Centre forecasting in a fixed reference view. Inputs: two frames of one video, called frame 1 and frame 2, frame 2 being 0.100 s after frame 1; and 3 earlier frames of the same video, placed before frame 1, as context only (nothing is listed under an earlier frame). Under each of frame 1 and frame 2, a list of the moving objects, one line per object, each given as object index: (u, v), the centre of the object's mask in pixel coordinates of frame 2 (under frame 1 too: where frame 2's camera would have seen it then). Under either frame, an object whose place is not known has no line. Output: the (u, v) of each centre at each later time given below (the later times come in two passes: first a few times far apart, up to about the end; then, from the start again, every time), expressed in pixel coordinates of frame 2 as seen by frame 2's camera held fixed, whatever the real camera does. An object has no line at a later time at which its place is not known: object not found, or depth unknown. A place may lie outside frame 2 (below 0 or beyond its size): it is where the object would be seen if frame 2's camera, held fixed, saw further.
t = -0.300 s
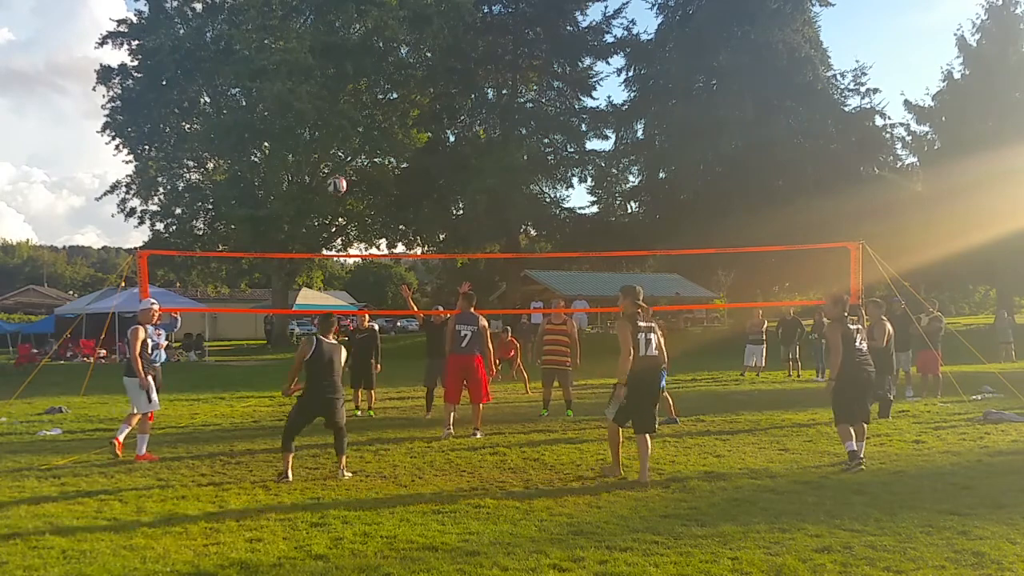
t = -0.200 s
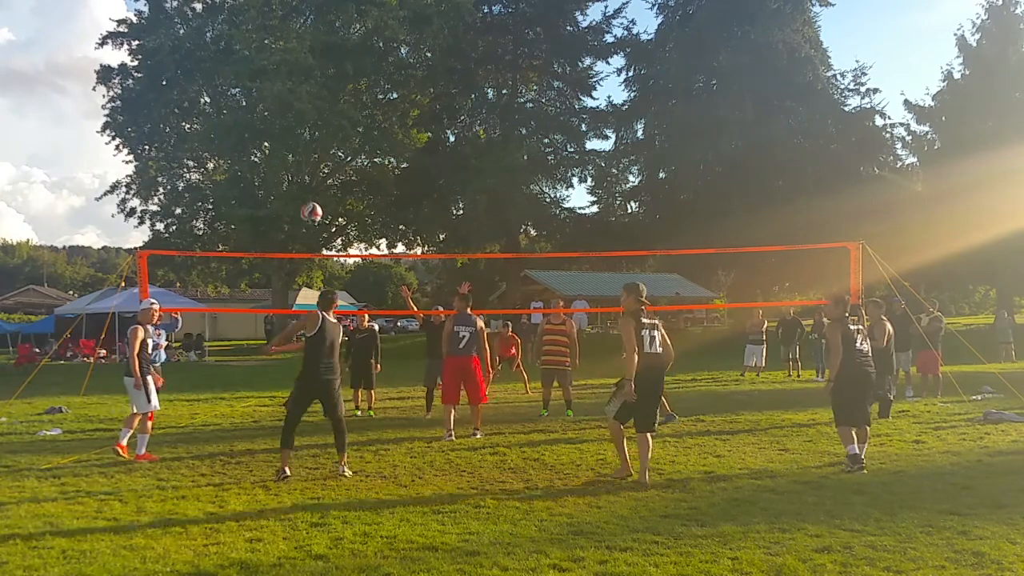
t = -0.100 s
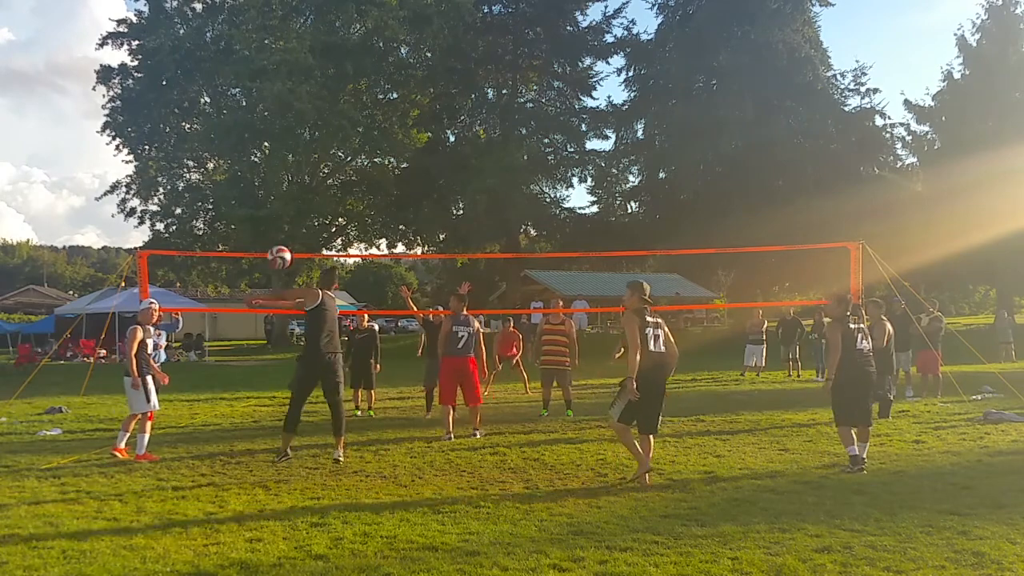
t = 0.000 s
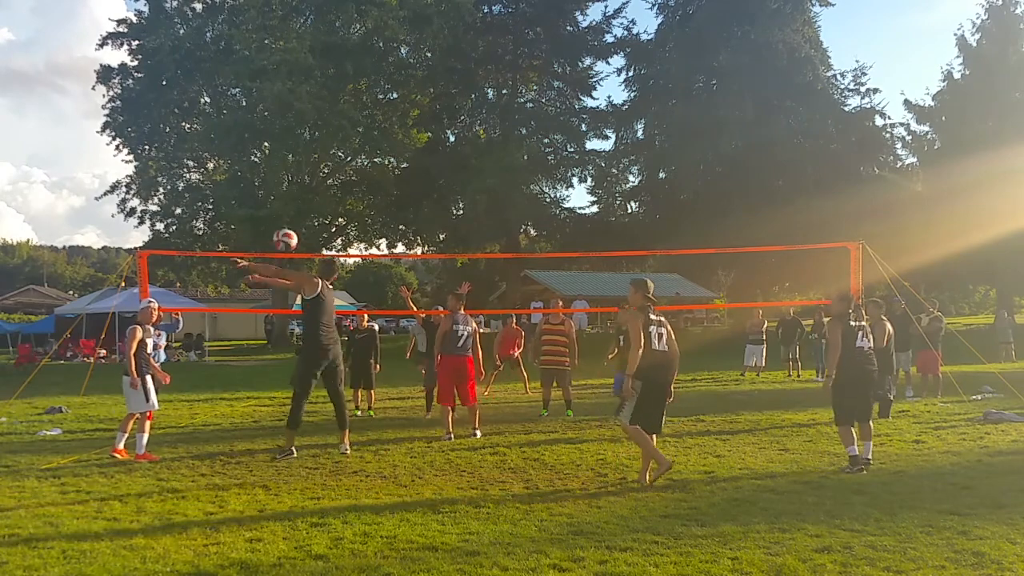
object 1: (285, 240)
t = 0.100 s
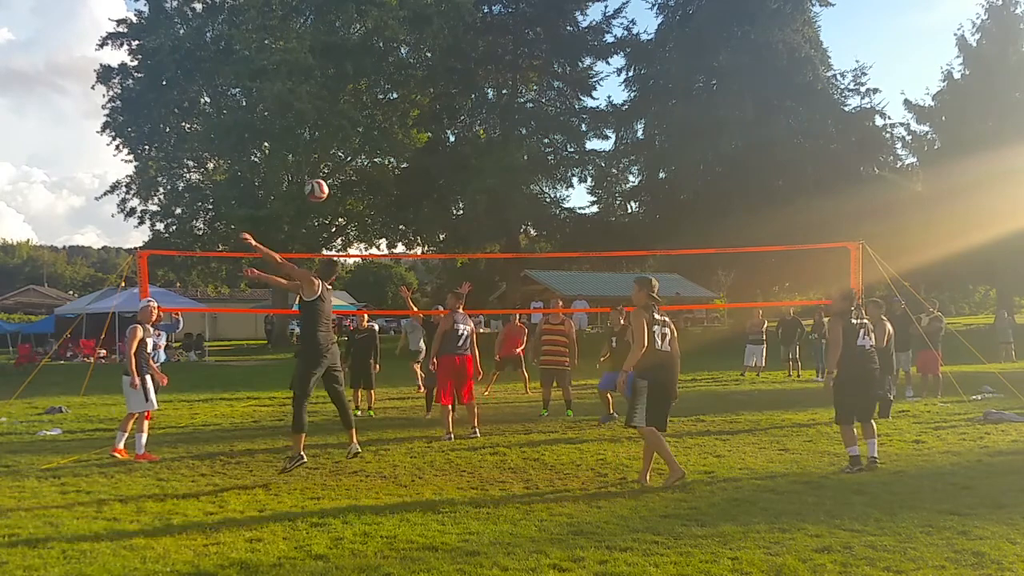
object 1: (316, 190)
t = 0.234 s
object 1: (355, 144)
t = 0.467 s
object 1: (413, 112)
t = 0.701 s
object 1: (463, 131)
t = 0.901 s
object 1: (502, 182)
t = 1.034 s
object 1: (526, 232)
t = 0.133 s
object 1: (326, 176)
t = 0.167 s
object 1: (336, 164)
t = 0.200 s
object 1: (345, 154)
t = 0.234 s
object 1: (355, 144)
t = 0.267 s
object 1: (364, 136)
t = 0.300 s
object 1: (372, 129)
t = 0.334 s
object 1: (381, 124)
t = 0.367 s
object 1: (389, 119)
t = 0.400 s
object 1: (397, 116)
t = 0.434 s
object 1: (405, 114)
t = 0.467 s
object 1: (413, 112)
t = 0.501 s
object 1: (421, 112)
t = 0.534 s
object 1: (429, 112)
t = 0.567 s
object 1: (436, 114)
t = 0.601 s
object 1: (443, 117)
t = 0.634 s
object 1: (450, 121)
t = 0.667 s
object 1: (457, 125)
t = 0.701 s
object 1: (463, 131)
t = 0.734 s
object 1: (470, 138)
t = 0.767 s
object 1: (477, 145)
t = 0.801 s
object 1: (483, 153)
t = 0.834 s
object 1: (490, 162)
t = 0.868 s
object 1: (496, 172)
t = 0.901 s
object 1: (502, 182)
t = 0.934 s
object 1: (508, 193)
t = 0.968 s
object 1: (515, 205)
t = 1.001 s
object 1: (520, 220)
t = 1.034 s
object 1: (526, 232)
